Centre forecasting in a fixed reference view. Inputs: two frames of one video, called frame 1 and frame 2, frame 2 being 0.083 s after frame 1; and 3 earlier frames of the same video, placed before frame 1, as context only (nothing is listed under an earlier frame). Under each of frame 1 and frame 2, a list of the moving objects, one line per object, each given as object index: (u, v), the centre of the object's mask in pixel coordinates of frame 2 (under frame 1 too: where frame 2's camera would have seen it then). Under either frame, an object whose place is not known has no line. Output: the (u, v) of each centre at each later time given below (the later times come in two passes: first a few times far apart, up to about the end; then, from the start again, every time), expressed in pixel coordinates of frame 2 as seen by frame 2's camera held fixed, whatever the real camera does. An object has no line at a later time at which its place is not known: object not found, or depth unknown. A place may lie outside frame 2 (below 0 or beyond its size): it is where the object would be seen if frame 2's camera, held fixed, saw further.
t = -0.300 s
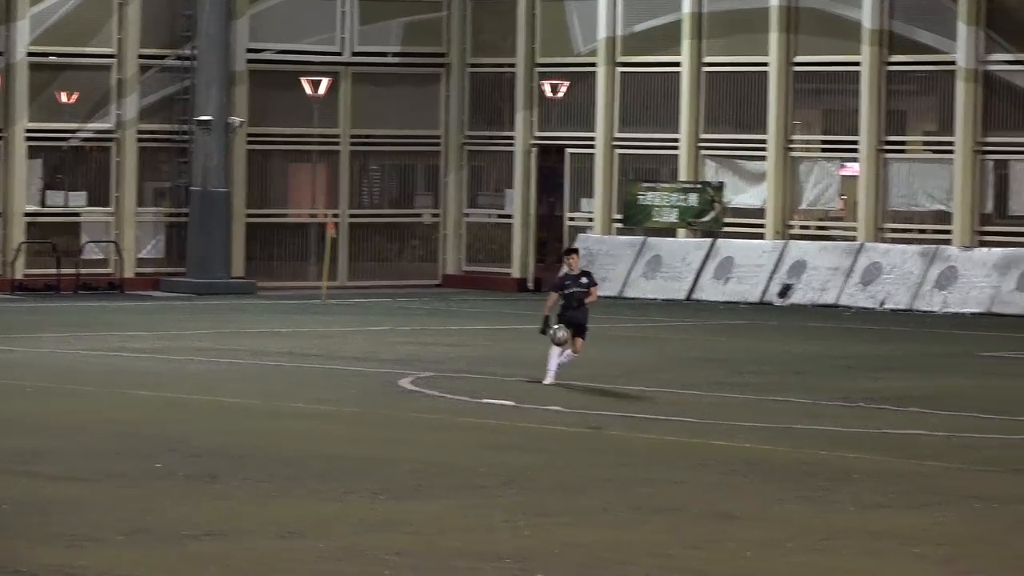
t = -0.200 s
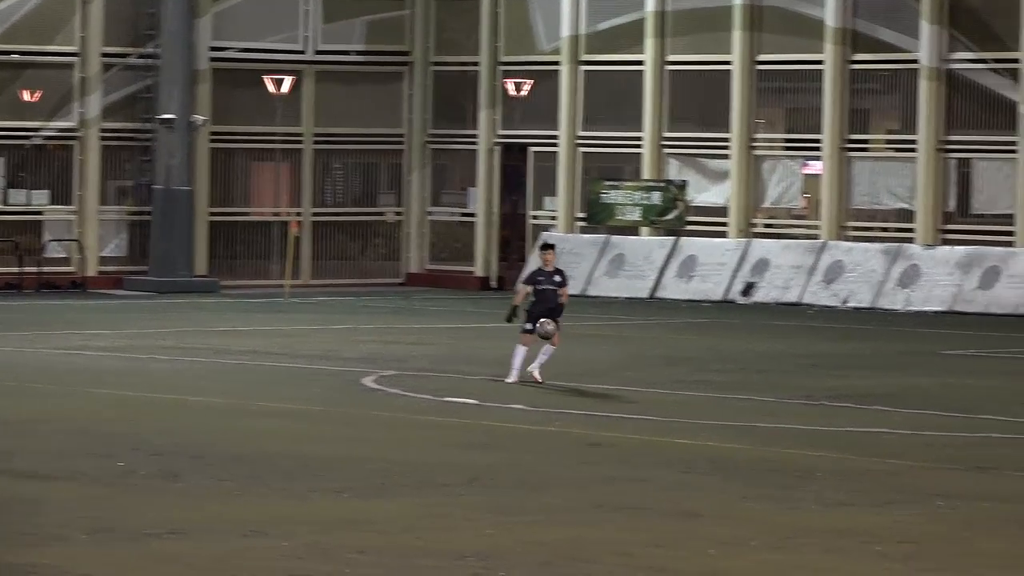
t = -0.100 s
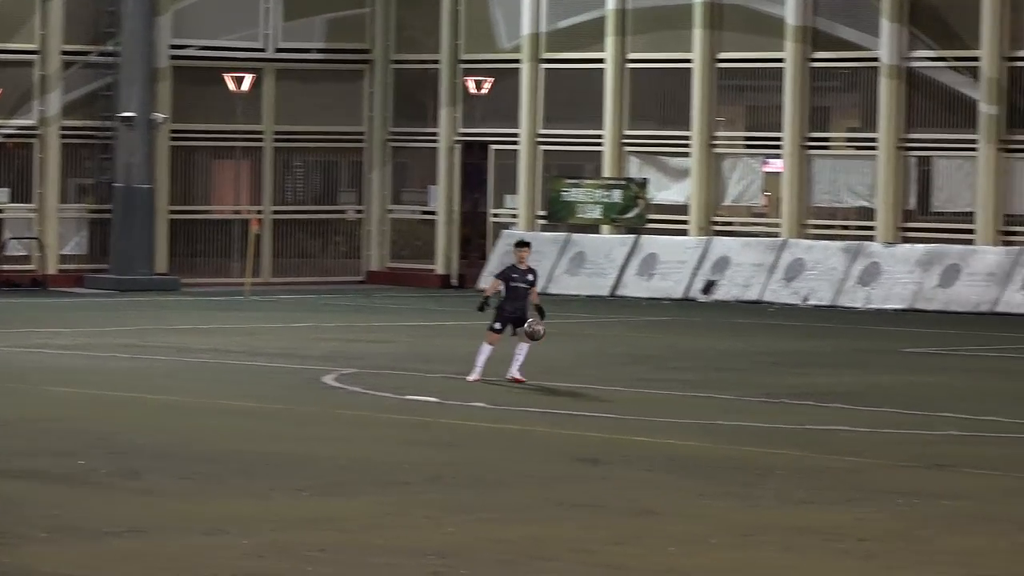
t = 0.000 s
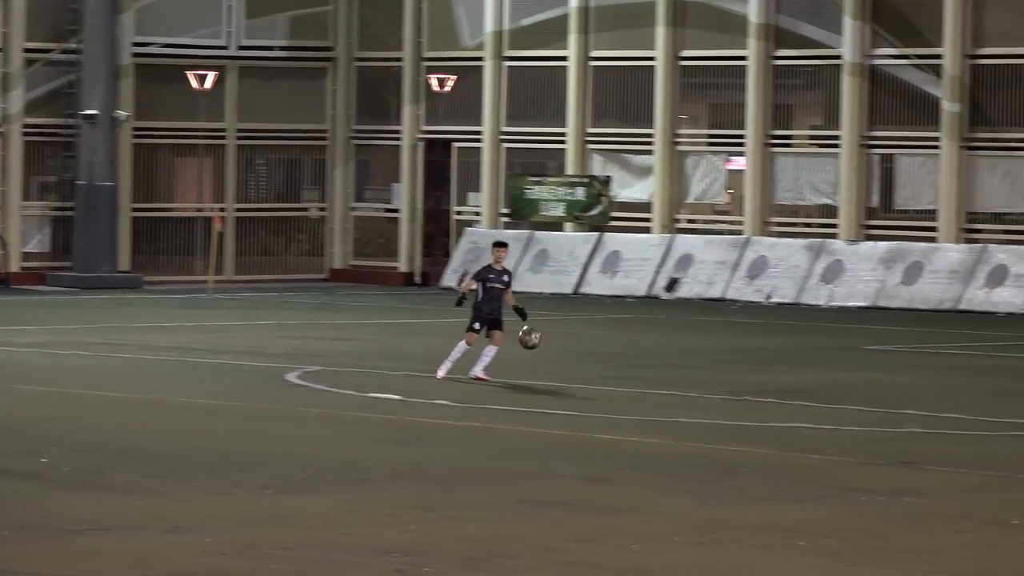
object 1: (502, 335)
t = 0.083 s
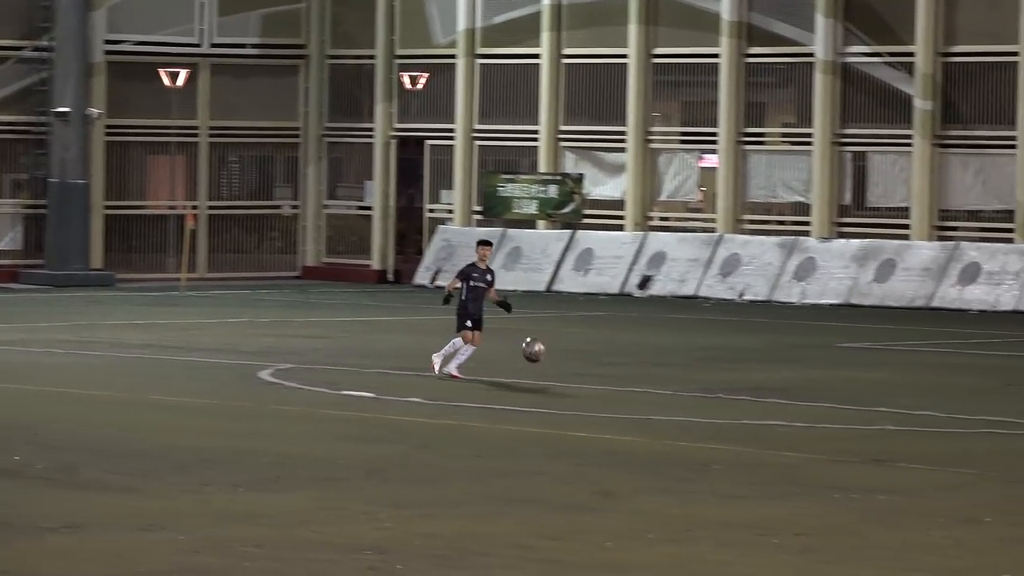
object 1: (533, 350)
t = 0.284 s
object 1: (619, 405)
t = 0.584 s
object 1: (794, 545)
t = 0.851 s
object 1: (969, 570)
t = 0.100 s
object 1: (539, 353)
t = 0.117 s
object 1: (546, 356)
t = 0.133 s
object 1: (553, 361)
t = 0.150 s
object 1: (560, 365)
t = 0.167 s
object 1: (567, 369)
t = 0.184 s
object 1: (574, 373)
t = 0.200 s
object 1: (581, 378)
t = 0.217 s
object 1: (588, 383)
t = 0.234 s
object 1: (596, 388)
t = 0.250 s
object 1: (604, 393)
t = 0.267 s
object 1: (611, 399)
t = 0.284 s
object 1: (619, 405)
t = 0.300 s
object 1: (627, 412)
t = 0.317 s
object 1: (636, 418)
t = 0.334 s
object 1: (644, 425)
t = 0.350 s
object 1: (652, 432)
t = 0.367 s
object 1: (661, 439)
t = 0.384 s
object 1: (670, 447)
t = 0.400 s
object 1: (680, 455)
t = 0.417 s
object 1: (690, 464)
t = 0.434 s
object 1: (700, 472)
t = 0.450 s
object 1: (710, 481)
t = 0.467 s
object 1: (720, 491)
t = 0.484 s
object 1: (731, 502)
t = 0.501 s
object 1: (742, 512)
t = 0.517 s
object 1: (752, 523)
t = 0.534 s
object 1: (764, 535)
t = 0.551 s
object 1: (775, 546)
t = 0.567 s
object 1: (785, 547)
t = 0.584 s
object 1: (794, 545)
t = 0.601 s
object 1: (805, 542)
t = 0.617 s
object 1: (815, 540)
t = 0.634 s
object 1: (825, 539)
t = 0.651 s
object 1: (835, 538)
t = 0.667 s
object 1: (845, 538)
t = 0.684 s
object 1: (856, 538)
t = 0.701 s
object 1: (867, 539)
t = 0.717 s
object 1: (878, 540)
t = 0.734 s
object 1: (889, 542)
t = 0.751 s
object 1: (900, 544)
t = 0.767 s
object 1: (911, 547)
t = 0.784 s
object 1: (923, 550)
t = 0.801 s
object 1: (934, 554)
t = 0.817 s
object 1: (946, 559)
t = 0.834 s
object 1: (958, 564)
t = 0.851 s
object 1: (969, 570)
